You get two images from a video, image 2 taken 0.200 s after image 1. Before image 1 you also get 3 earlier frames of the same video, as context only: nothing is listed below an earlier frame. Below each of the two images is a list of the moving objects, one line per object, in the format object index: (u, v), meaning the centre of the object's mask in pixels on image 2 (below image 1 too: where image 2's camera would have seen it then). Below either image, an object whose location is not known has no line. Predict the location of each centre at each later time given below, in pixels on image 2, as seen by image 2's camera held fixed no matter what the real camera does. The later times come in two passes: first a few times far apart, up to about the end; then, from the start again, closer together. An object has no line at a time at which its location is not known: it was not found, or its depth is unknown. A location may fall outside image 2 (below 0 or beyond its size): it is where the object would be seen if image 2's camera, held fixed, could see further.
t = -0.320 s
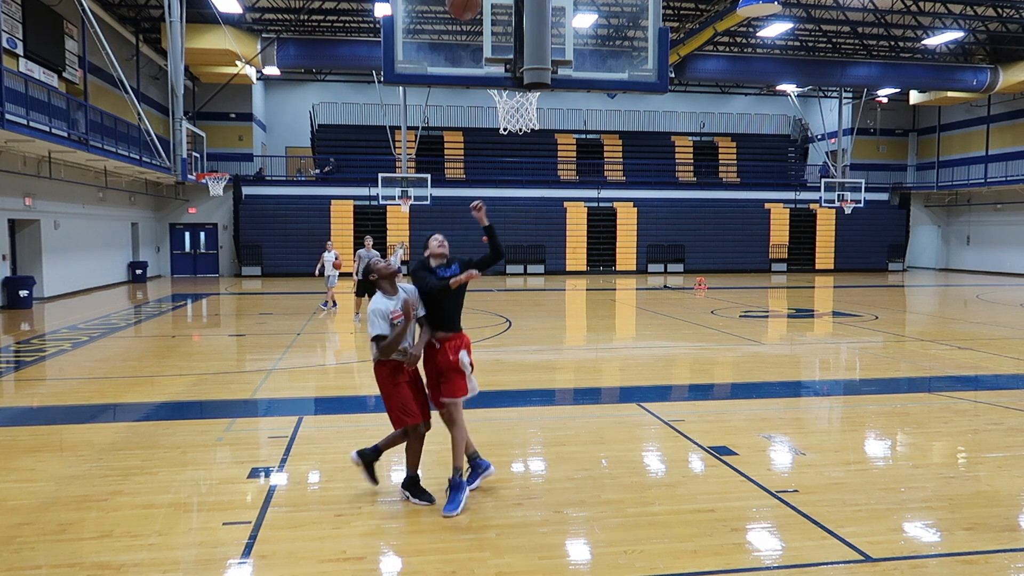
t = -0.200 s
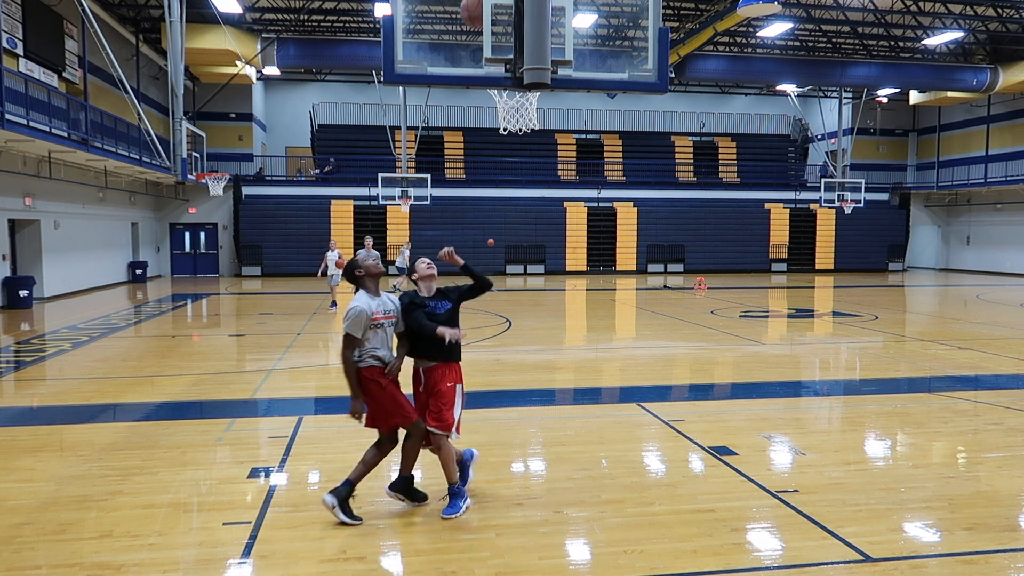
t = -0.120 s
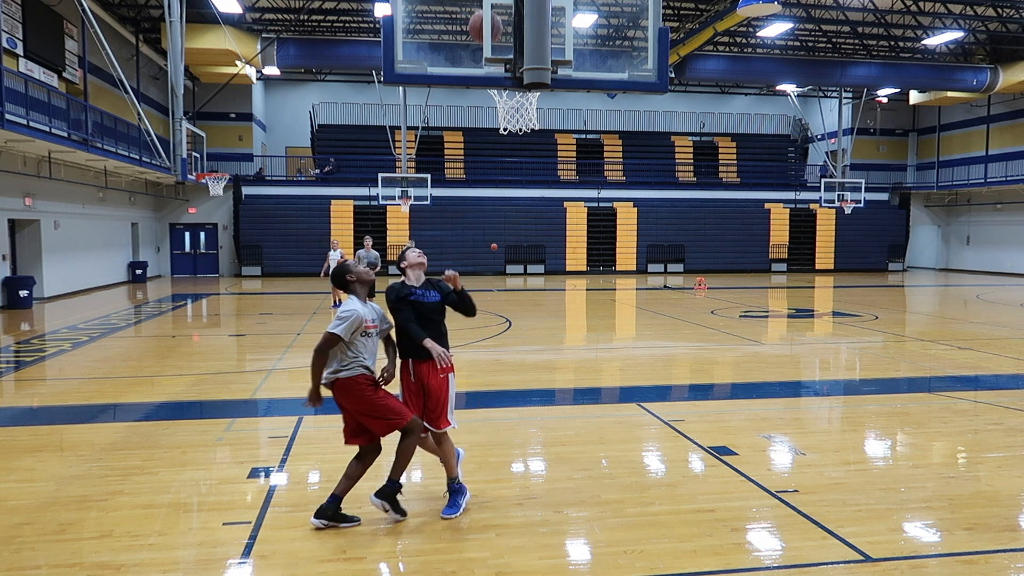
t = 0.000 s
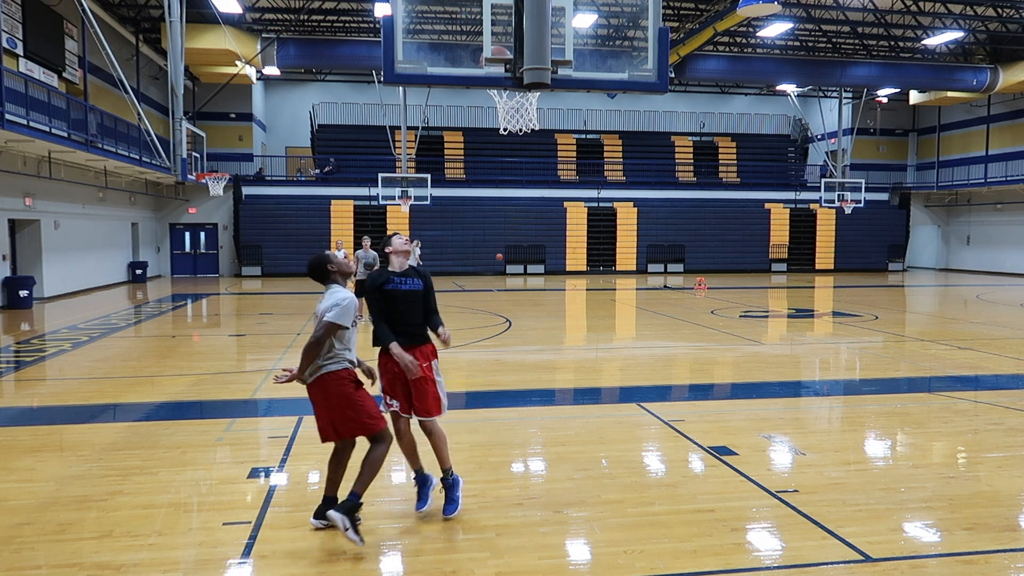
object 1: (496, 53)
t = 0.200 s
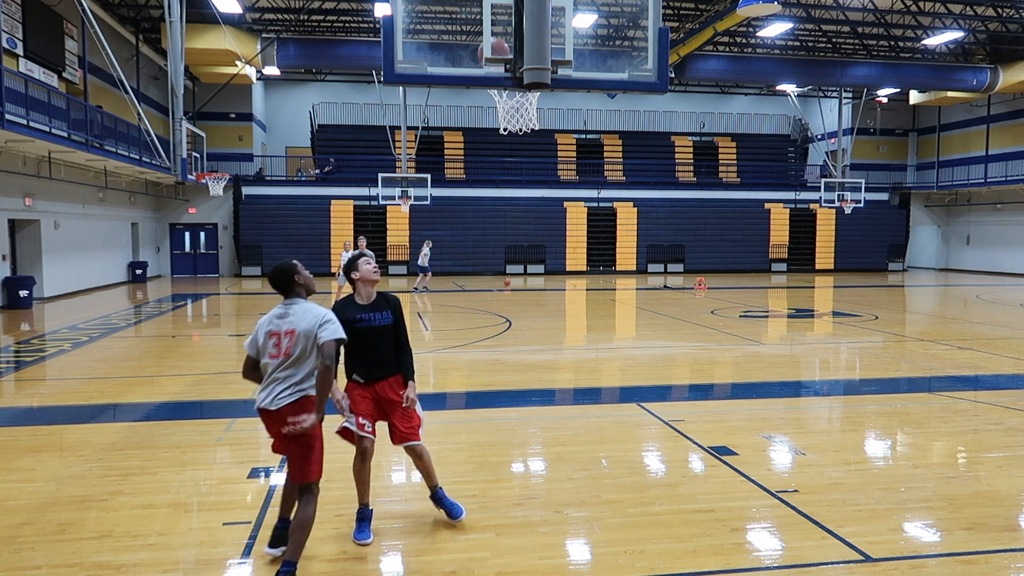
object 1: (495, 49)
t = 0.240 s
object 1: (499, 50)
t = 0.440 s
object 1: (488, 112)
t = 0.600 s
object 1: (489, 187)
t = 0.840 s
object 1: (487, 353)
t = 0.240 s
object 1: (499, 50)
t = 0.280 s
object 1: (497, 53)
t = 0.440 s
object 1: (488, 112)
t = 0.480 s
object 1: (489, 129)
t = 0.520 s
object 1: (490, 146)
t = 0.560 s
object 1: (490, 166)
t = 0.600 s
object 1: (489, 187)
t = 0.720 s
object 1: (488, 262)
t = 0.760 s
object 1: (488, 291)
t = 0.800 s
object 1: (487, 321)
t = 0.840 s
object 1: (487, 353)
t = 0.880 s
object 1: (487, 386)
